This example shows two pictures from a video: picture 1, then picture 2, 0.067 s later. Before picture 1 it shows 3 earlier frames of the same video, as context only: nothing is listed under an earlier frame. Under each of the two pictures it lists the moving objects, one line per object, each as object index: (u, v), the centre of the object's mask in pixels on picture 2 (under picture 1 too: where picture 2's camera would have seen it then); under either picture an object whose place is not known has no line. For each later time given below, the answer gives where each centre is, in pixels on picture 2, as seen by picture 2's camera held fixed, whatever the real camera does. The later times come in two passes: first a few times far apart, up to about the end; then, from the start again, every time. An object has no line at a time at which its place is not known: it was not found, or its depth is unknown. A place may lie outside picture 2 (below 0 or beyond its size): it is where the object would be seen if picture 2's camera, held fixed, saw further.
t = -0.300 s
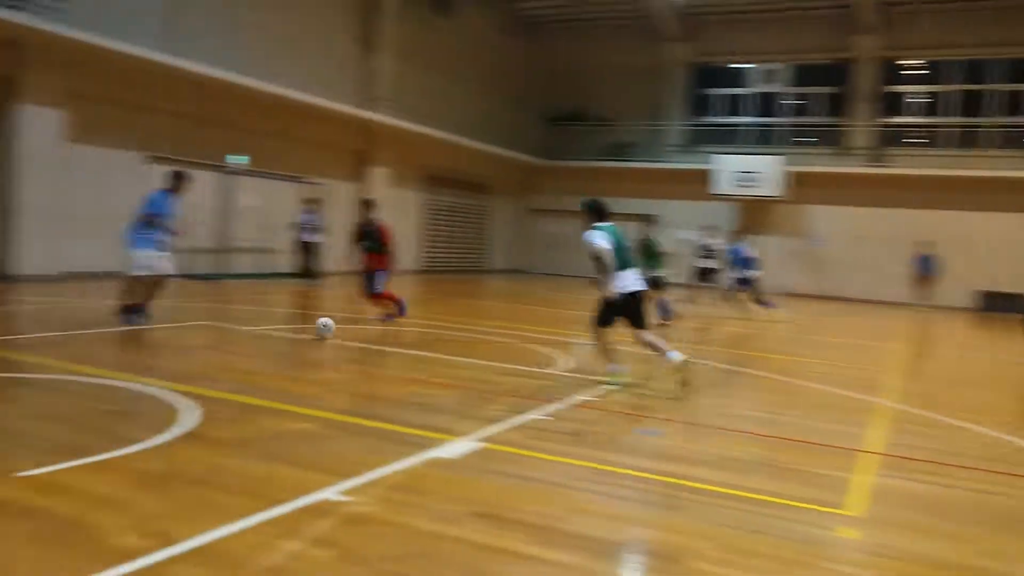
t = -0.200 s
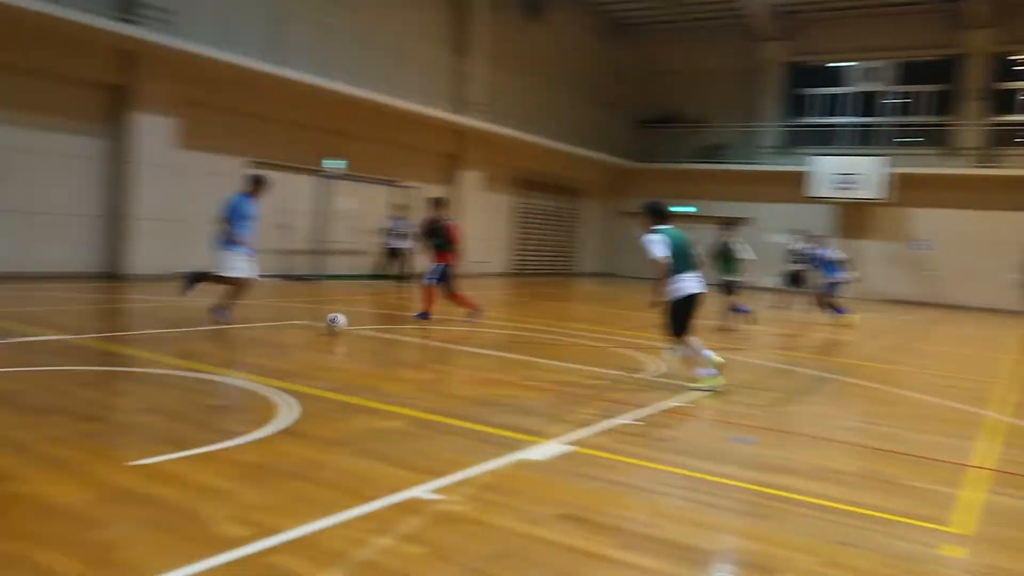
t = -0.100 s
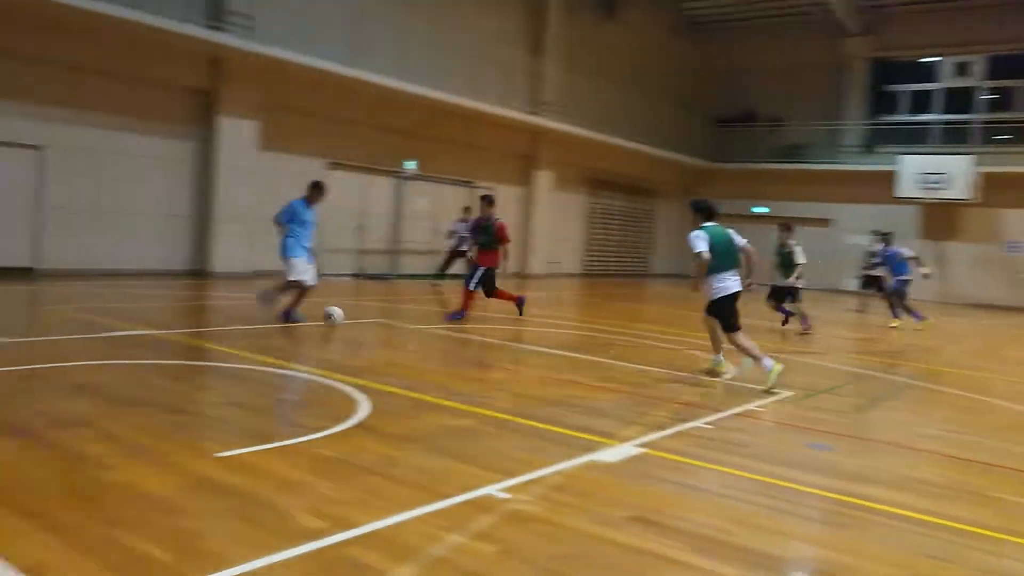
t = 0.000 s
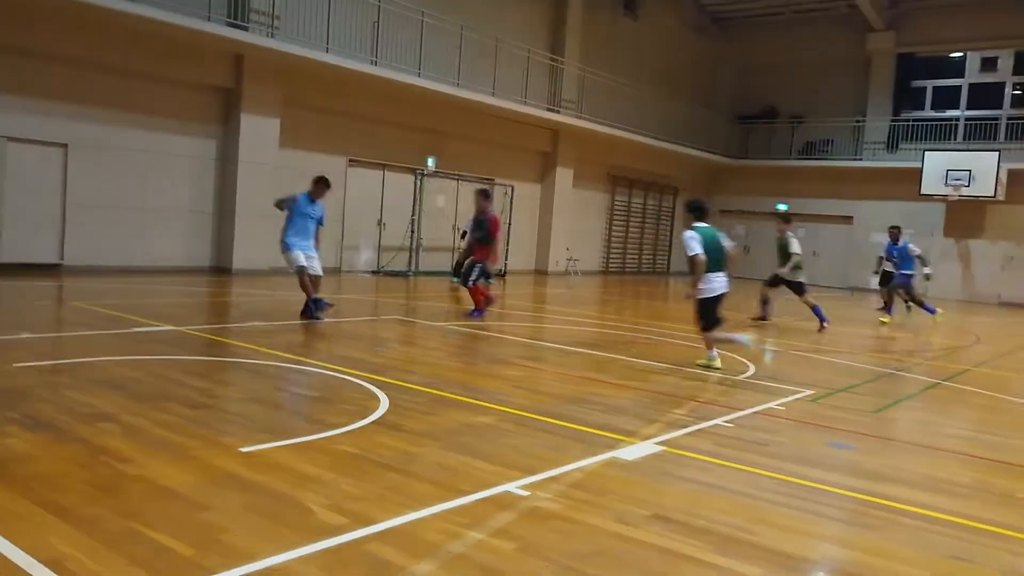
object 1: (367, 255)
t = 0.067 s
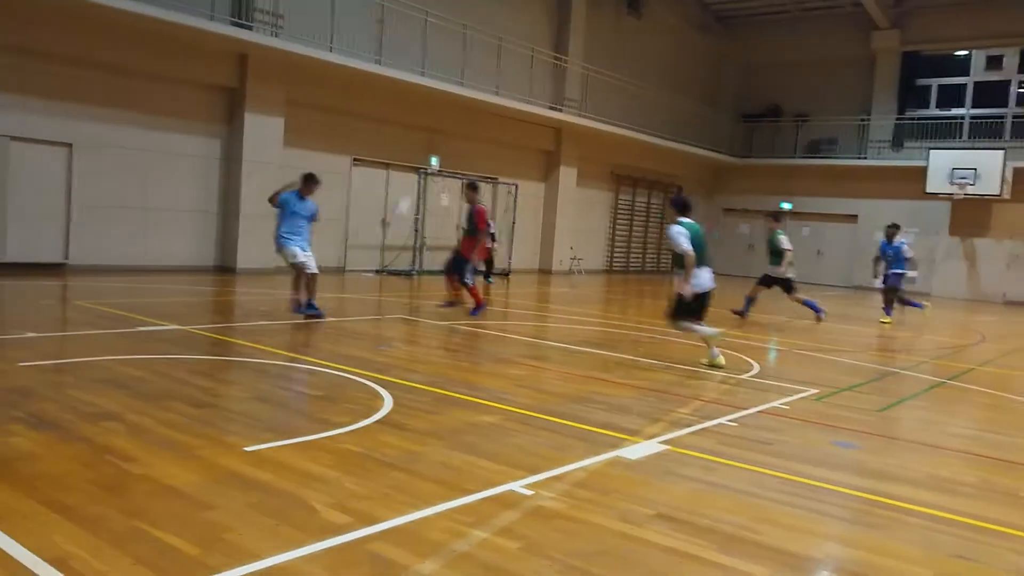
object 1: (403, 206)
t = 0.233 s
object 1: (480, 114)
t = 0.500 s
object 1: (571, 36)
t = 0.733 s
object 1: (627, 19)
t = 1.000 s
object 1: (671, 42)
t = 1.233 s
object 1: (698, 91)
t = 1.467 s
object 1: (718, 157)
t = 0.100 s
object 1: (418, 187)
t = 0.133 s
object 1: (436, 165)
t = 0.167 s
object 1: (451, 147)
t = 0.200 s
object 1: (466, 129)
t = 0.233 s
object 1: (480, 114)
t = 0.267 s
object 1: (494, 101)
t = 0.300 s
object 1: (506, 86)
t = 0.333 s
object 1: (518, 74)
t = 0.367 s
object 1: (531, 64)
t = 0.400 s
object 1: (541, 56)
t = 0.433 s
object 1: (553, 47)
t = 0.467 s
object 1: (562, 42)
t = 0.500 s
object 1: (571, 36)
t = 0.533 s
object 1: (581, 29)
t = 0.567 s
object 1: (590, 26)
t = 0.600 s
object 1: (596, 23)
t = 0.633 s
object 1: (605, 21)
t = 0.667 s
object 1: (612, 20)
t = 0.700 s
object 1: (619, 19)
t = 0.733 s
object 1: (627, 19)
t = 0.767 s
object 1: (633, 19)
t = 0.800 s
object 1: (639, 20)
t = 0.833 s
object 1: (645, 22)
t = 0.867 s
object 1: (650, 25)
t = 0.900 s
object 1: (656, 28)
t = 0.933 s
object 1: (661, 32)
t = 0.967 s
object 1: (666, 37)
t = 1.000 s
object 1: (671, 42)
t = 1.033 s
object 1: (676, 47)
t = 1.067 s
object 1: (679, 53)
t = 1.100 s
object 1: (683, 60)
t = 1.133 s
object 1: (688, 67)
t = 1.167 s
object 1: (691, 75)
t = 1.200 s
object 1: (695, 82)
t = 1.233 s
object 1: (698, 91)
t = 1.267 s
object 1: (701, 99)
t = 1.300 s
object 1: (704, 108)
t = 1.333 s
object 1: (707, 118)
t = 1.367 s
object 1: (710, 126)
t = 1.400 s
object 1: (713, 137)
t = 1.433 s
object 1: (715, 147)
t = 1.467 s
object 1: (718, 157)
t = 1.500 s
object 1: (721, 168)
